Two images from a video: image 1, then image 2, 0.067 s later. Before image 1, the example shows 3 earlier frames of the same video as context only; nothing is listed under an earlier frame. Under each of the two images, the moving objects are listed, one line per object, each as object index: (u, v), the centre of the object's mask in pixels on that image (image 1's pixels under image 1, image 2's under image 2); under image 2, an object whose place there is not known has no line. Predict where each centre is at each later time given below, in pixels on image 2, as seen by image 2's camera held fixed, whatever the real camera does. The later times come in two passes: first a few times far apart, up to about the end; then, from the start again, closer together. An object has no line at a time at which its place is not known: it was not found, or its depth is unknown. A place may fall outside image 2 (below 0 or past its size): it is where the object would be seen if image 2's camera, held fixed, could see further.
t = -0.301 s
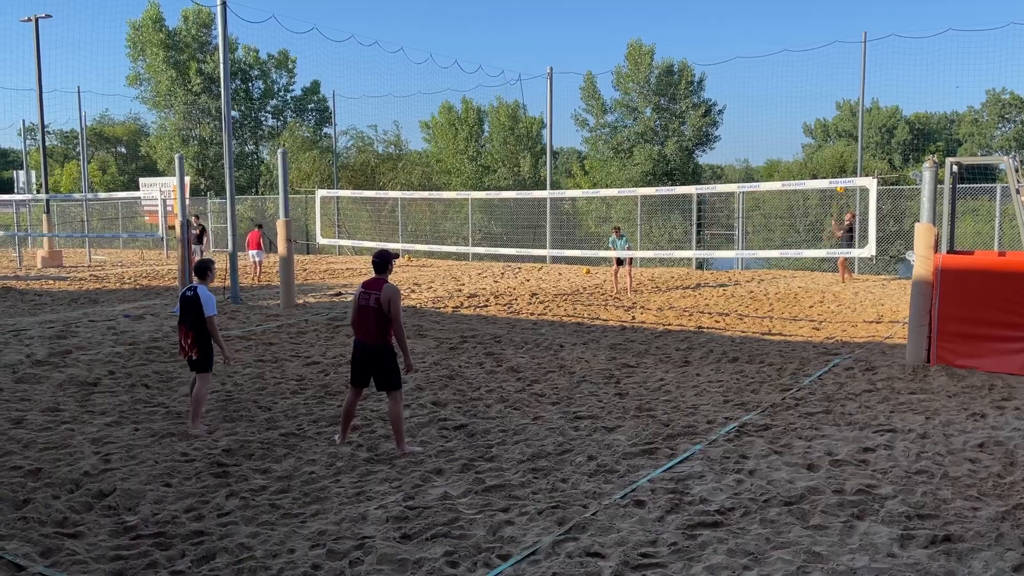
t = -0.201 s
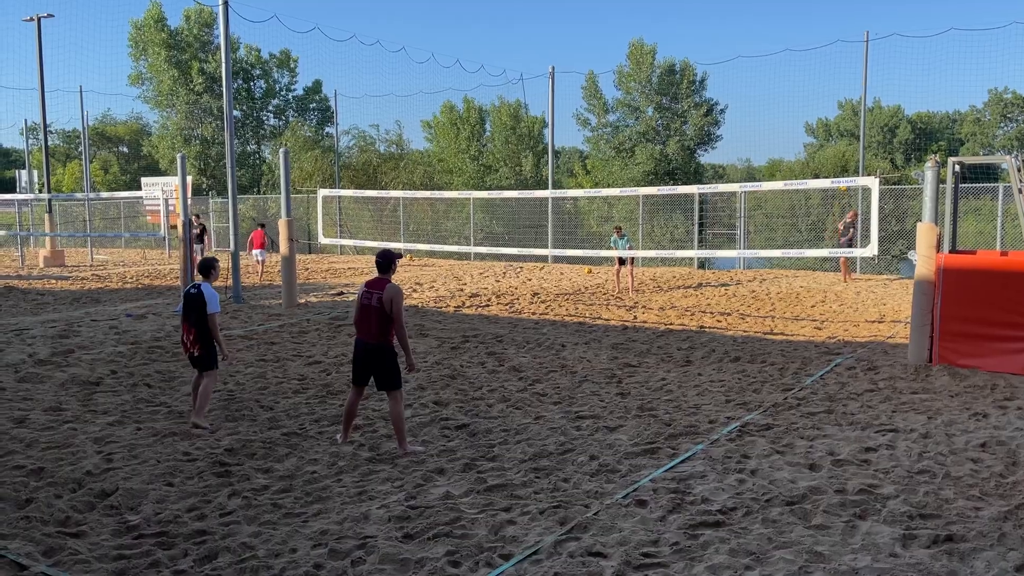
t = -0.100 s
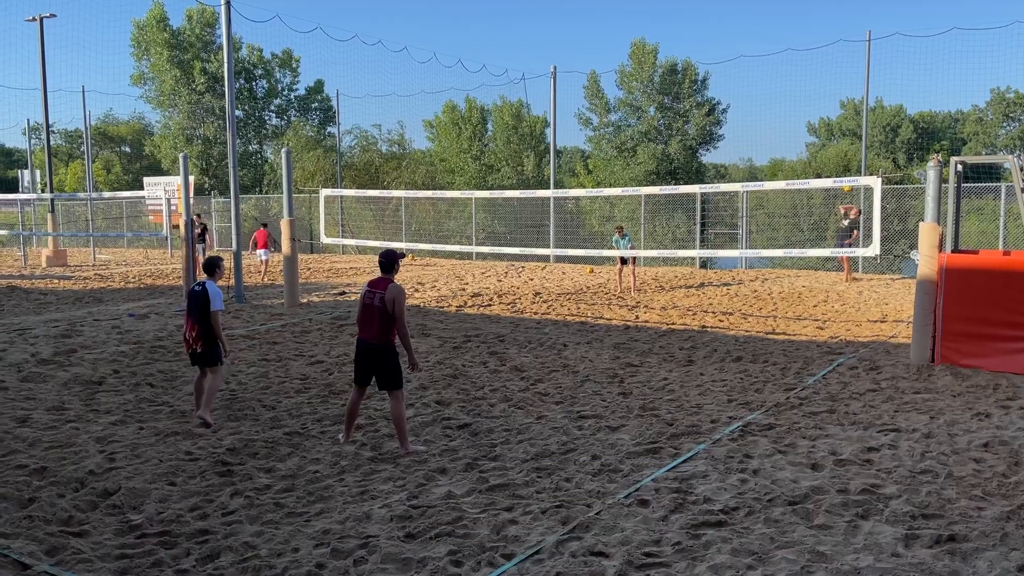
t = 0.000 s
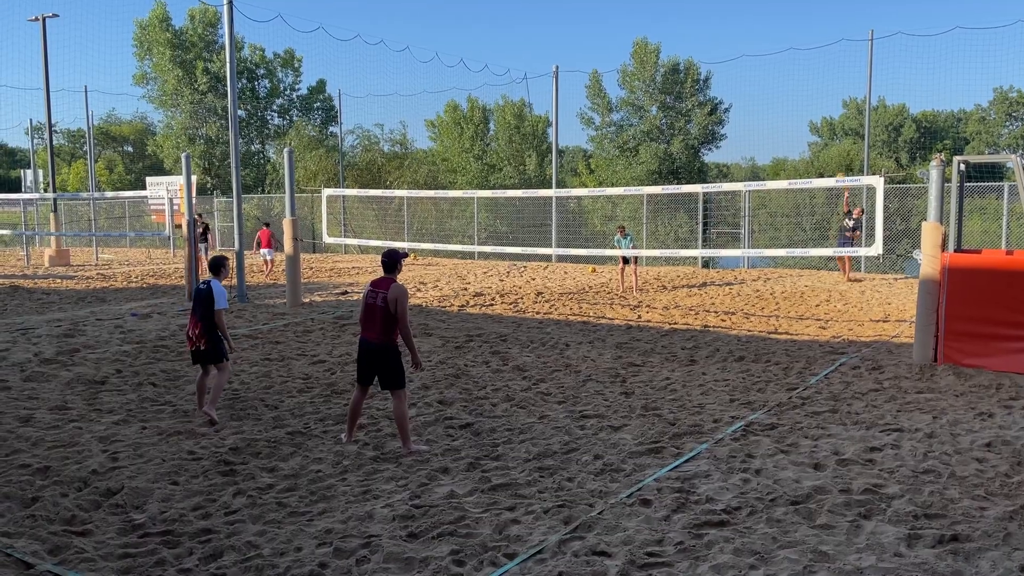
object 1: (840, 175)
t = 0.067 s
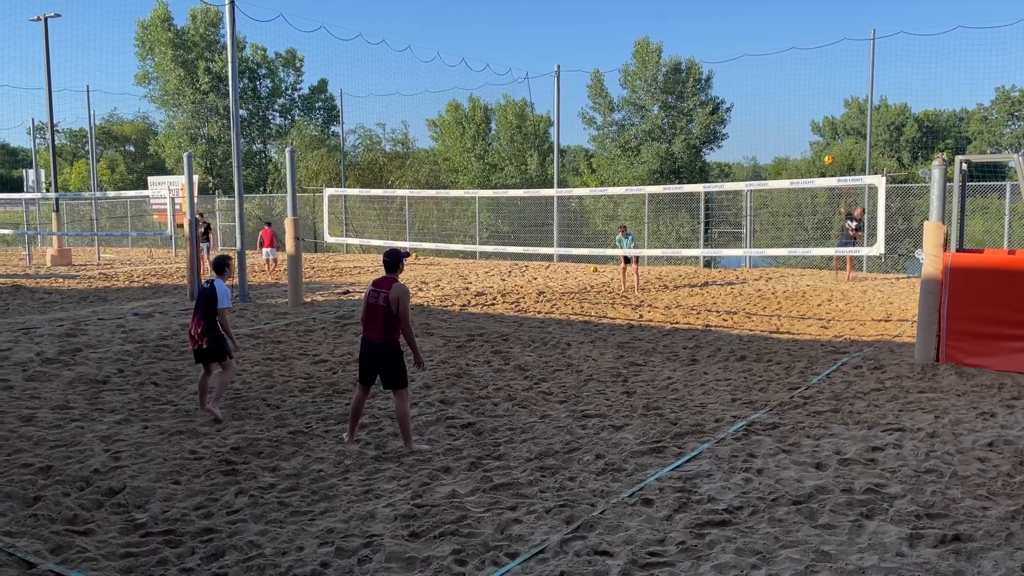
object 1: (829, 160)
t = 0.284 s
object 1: (779, 113)
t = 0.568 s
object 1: (699, 72)
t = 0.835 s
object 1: (605, 65)
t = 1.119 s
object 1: (475, 120)
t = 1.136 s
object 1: (467, 126)
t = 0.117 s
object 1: (818, 148)
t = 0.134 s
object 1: (814, 144)
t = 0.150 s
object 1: (811, 140)
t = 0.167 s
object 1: (807, 136)
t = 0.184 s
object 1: (804, 133)
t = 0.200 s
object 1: (799, 129)
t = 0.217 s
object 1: (795, 126)
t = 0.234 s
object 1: (792, 123)
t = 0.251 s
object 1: (787, 119)
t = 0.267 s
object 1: (783, 116)
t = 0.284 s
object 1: (779, 113)
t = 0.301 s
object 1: (775, 110)
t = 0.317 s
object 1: (770, 107)
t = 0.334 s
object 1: (766, 104)
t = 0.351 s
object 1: (762, 101)
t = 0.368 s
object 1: (757, 98)
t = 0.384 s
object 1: (753, 96)
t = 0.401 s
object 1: (748, 93)
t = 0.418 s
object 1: (744, 91)
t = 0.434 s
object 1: (739, 88)
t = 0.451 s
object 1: (734, 86)
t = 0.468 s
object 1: (729, 84)
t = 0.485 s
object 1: (724, 82)
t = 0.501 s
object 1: (720, 80)
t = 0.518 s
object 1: (714, 77)
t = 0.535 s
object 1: (709, 76)
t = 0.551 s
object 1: (704, 74)
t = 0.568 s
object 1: (699, 72)
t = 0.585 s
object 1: (694, 71)
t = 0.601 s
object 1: (687, 69)
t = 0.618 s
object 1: (683, 68)
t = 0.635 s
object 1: (677, 67)
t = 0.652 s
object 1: (670, 66)
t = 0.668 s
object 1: (665, 65)
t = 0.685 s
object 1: (660, 65)
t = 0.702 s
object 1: (654, 64)
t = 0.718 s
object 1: (648, 63)
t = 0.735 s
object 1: (641, 63)
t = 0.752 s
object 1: (635, 63)
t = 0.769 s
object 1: (629, 63)
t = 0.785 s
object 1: (624, 63)
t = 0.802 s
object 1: (617, 63)
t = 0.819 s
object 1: (611, 64)
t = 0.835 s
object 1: (605, 65)
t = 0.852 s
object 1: (598, 66)
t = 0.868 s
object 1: (592, 68)
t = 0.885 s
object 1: (585, 69)
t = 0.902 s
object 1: (578, 71)
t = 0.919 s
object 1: (571, 73)
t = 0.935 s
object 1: (564, 76)
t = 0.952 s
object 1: (557, 78)
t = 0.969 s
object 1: (549, 81)
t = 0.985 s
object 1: (542, 84)
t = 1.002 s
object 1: (534, 88)
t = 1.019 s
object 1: (526, 91)
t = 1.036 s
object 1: (518, 95)
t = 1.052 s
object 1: (510, 99)
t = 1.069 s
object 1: (500, 105)
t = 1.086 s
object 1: (492, 109)
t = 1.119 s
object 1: (475, 120)
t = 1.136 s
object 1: (467, 126)
